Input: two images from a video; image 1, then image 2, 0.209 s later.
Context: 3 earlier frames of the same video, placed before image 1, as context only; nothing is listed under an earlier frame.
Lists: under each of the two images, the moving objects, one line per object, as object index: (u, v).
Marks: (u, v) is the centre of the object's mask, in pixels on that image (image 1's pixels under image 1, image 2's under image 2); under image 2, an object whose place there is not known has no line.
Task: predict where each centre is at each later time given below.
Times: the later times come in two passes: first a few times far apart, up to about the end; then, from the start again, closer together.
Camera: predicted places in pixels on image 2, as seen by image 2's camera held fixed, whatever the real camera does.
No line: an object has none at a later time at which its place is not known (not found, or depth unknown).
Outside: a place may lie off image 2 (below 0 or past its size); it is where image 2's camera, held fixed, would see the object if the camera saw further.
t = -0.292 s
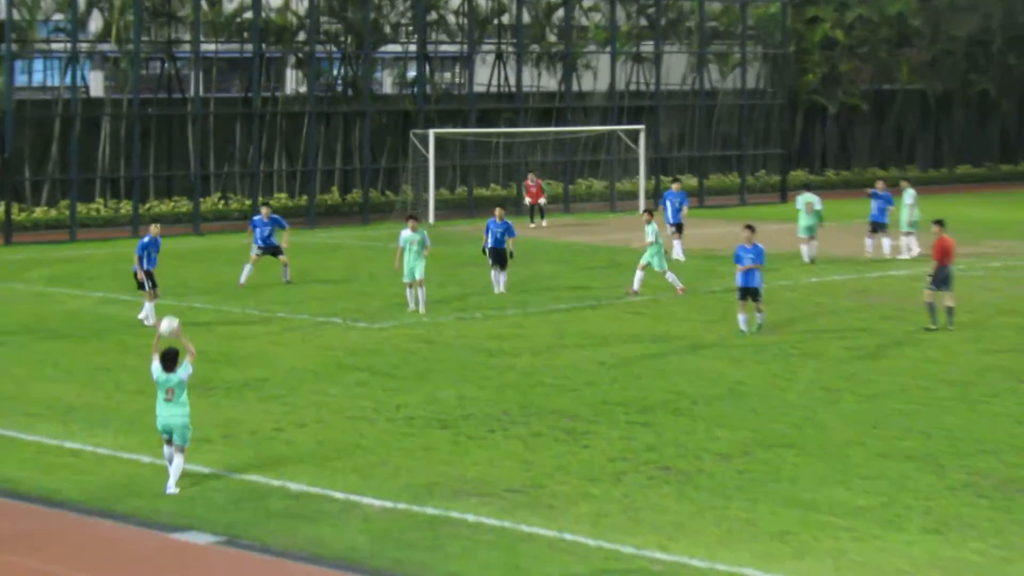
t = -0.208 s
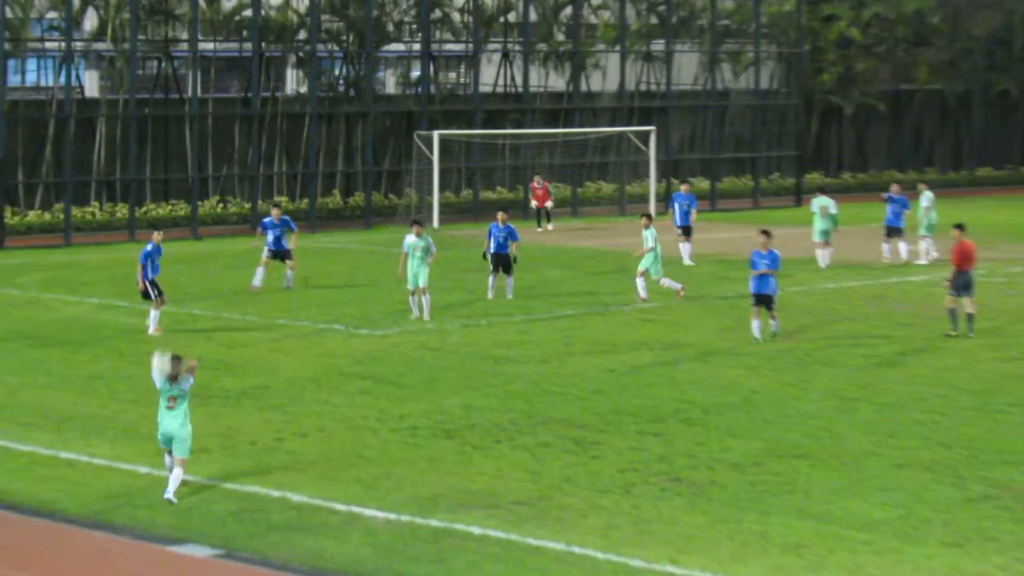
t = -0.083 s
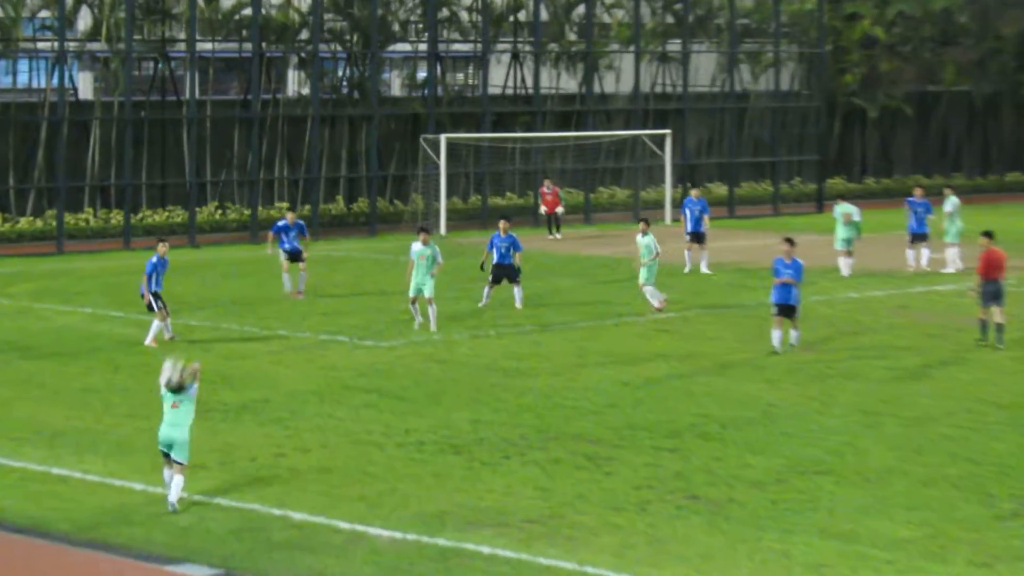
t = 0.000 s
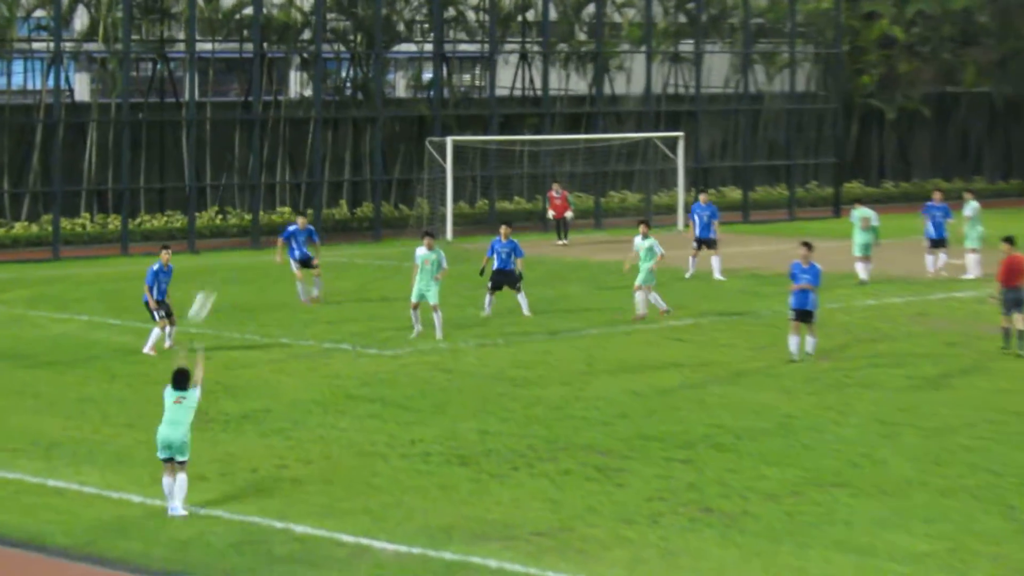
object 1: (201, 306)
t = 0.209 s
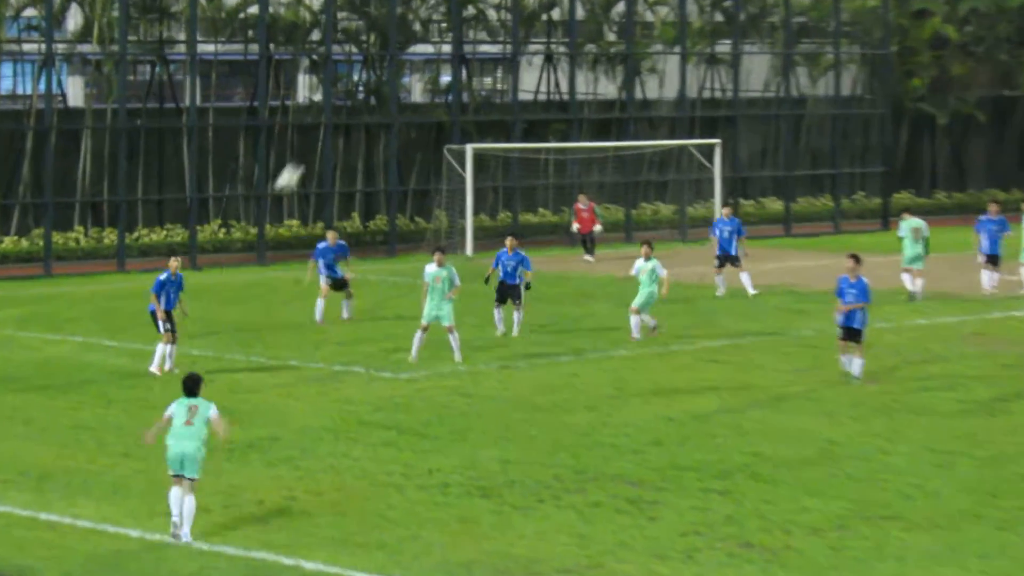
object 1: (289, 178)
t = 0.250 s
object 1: (304, 153)
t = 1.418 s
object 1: (607, 145)
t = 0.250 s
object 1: (304, 153)
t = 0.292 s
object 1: (319, 130)
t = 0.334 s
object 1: (335, 108)
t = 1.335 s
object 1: (595, 111)
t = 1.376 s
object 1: (603, 129)
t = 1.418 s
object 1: (607, 145)
